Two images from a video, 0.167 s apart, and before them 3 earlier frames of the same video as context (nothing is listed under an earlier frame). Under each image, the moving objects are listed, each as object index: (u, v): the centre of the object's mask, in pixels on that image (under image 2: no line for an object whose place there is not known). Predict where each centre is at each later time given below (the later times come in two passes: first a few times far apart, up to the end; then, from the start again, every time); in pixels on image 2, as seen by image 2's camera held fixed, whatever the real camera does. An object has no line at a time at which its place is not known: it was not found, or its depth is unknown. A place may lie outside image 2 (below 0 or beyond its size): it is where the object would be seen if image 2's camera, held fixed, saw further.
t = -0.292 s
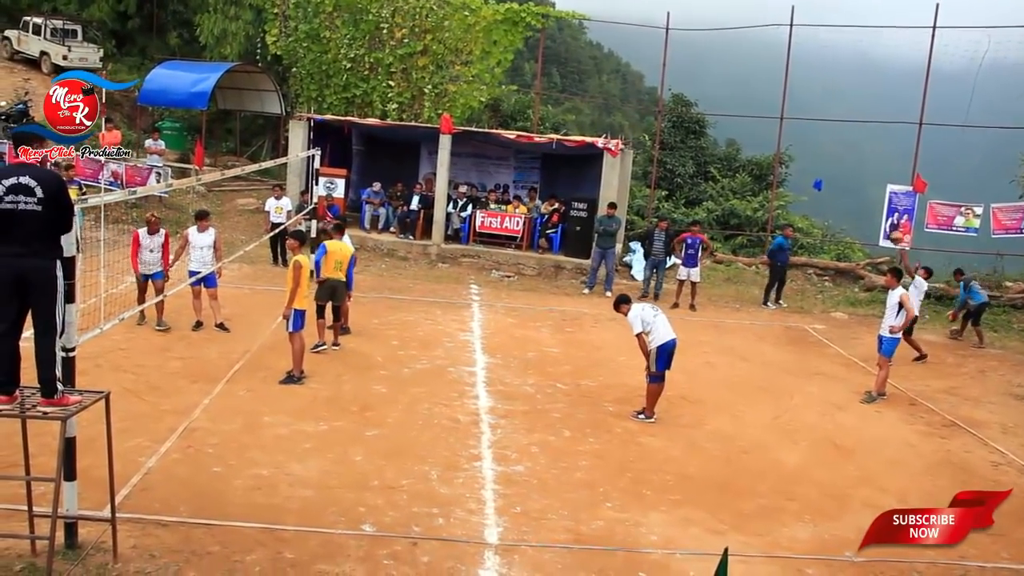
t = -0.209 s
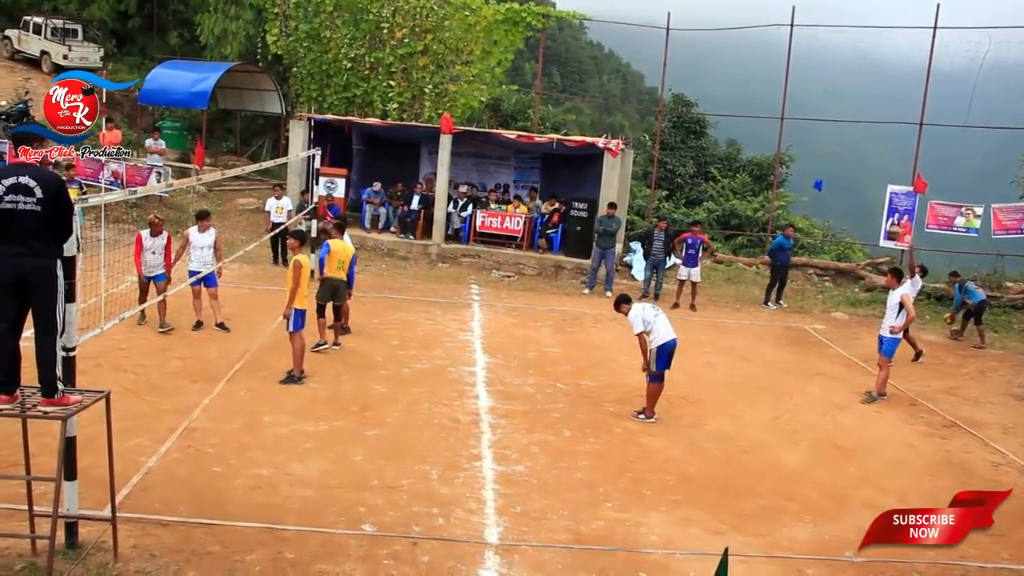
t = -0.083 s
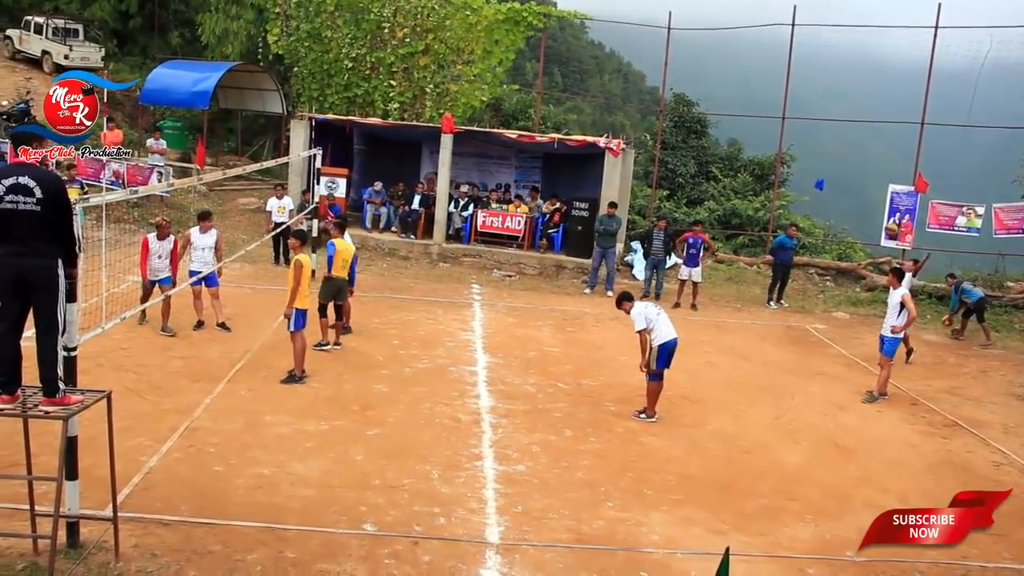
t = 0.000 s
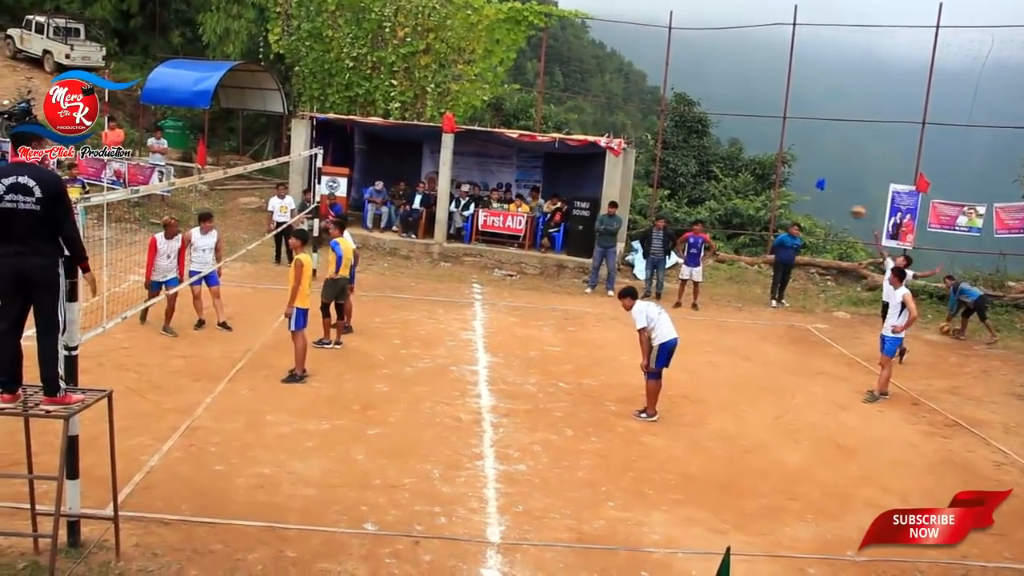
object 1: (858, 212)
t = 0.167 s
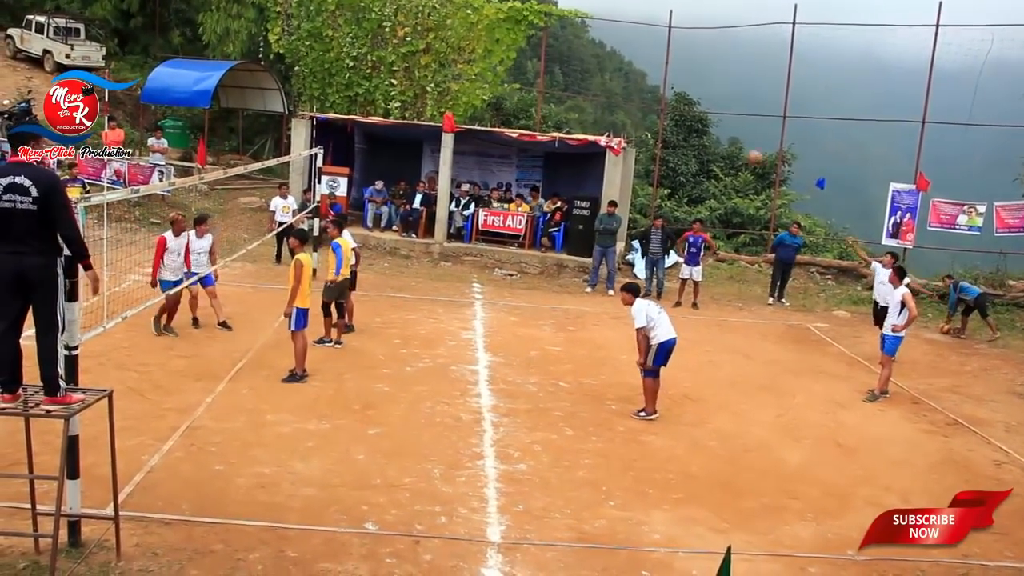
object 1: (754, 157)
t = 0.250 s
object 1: (697, 134)
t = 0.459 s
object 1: (546, 97)
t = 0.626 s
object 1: (414, 86)
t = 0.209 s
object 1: (726, 146)
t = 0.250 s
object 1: (697, 134)
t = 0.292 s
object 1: (669, 125)
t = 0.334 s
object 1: (639, 117)
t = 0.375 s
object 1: (608, 109)
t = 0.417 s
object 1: (577, 103)
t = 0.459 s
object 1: (546, 97)
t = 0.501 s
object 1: (514, 92)
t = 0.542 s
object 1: (481, 90)
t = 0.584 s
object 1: (448, 88)
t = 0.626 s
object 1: (414, 86)
